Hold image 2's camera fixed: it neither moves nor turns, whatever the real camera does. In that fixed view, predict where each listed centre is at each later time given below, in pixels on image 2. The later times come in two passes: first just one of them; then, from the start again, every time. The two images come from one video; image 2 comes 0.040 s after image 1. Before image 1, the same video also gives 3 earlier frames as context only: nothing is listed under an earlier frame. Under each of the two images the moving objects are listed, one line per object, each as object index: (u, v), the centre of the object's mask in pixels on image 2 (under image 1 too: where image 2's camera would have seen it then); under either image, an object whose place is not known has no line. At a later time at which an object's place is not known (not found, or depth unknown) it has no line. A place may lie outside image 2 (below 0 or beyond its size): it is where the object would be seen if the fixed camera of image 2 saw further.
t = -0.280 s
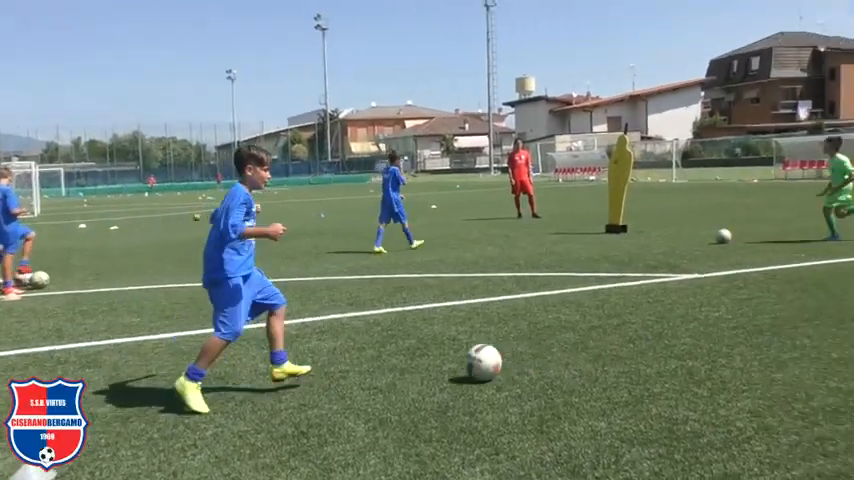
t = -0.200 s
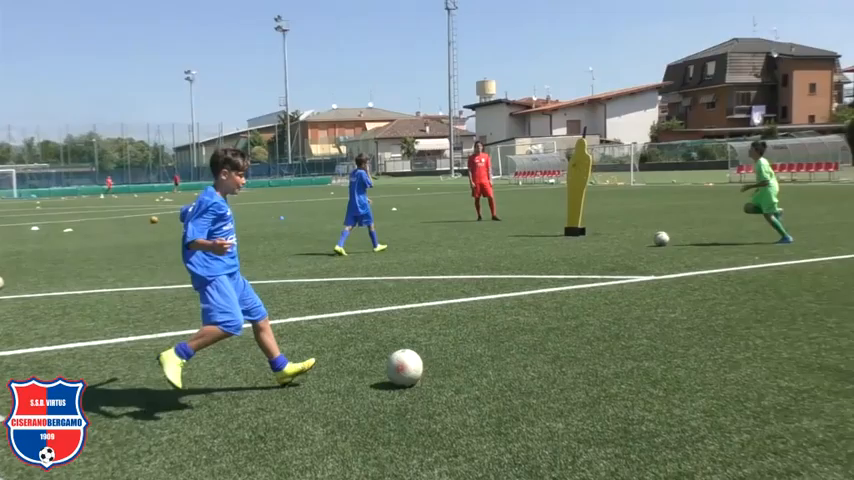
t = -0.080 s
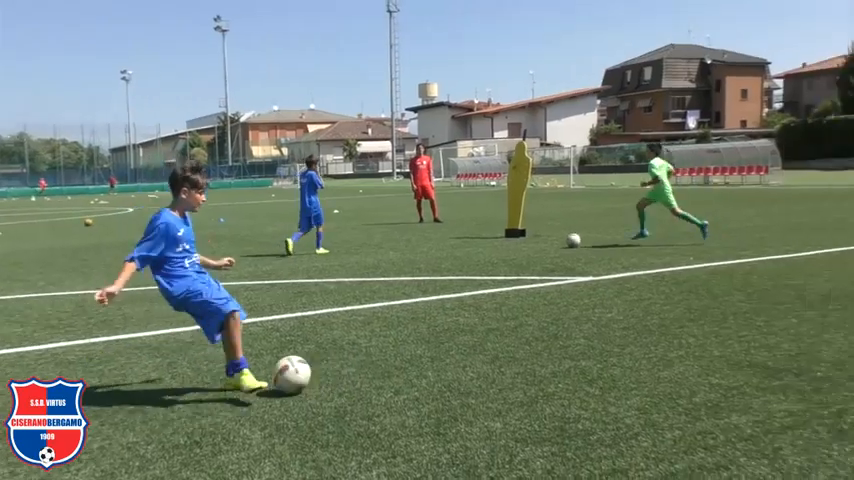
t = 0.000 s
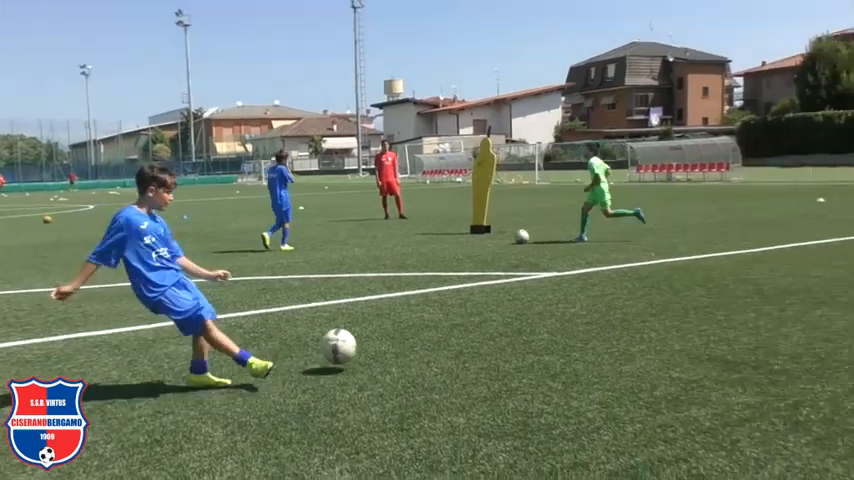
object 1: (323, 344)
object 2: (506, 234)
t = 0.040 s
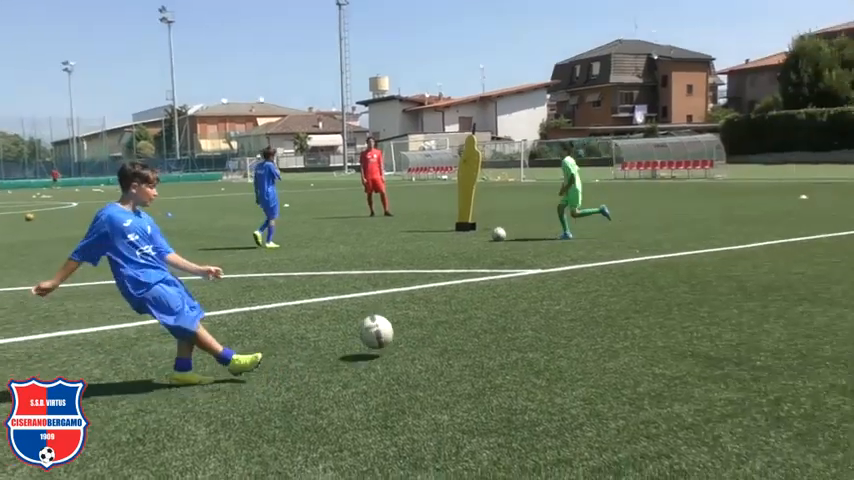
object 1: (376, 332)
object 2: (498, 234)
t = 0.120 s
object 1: (469, 318)
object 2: (482, 234)
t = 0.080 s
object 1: (424, 323)
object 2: (490, 235)
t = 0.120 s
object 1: (469, 318)
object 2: (482, 234)
